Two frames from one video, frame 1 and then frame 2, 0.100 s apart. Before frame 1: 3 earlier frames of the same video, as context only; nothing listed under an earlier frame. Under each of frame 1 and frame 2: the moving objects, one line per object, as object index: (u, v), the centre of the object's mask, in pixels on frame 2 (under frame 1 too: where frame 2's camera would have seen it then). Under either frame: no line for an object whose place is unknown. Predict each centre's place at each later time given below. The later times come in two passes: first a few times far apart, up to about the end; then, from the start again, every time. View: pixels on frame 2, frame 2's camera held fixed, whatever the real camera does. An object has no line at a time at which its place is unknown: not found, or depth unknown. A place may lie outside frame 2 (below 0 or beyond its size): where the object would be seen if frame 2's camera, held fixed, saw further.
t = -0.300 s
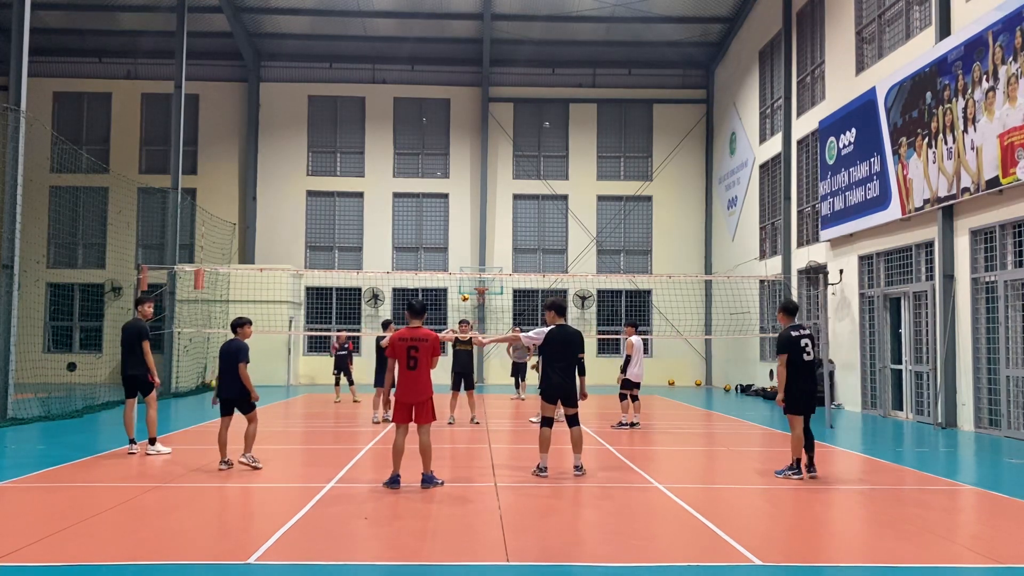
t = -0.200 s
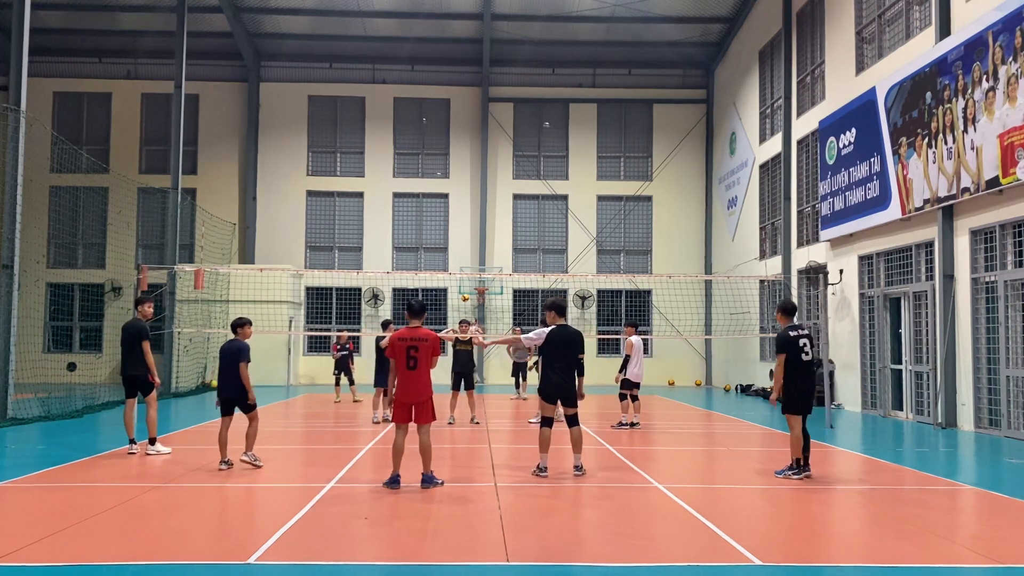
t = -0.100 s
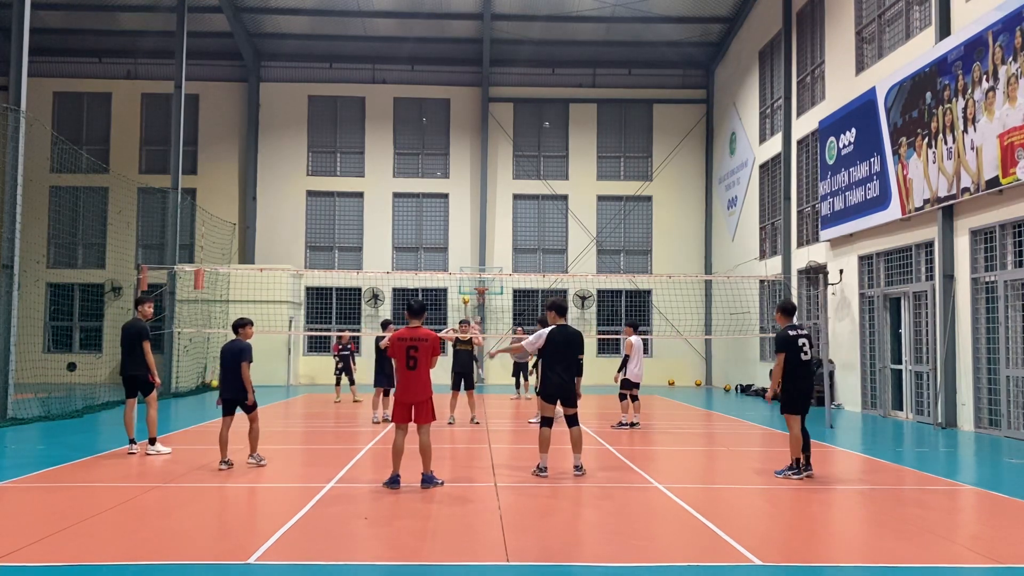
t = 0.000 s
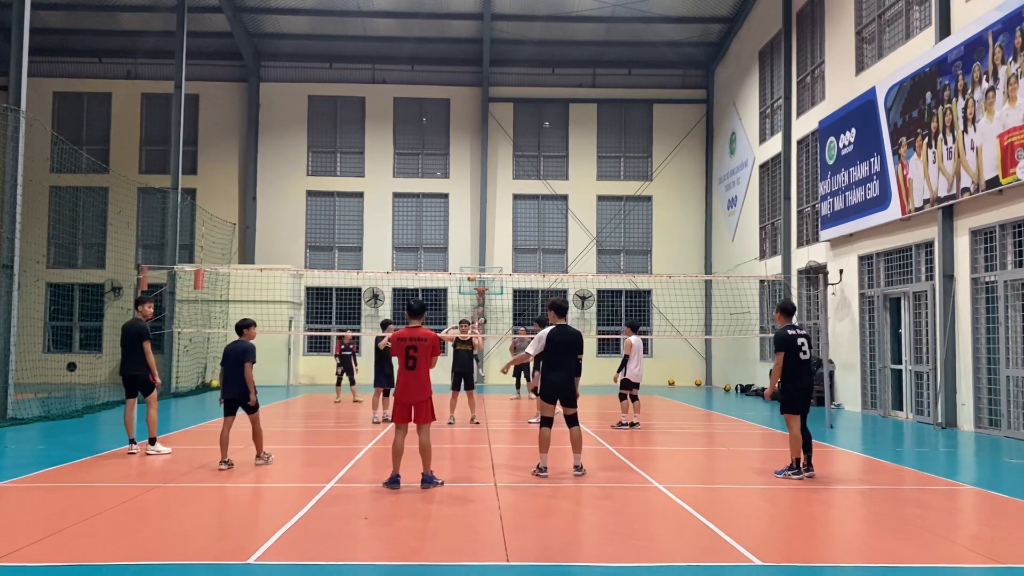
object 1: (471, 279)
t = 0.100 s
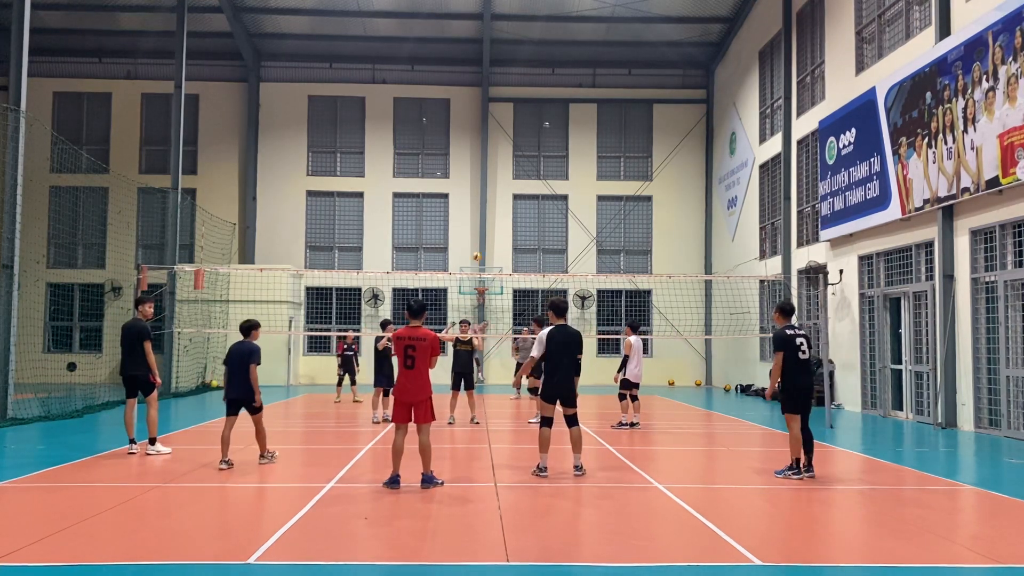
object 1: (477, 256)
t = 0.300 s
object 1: (490, 222)
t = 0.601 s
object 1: (516, 195)
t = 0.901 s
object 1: (551, 214)
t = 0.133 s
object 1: (479, 250)
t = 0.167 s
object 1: (481, 243)
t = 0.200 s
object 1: (483, 237)
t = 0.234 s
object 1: (486, 232)
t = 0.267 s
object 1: (488, 226)
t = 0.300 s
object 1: (490, 222)
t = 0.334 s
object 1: (493, 217)
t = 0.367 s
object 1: (496, 213)
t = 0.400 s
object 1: (498, 209)
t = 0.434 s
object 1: (501, 205)
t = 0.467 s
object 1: (503, 202)
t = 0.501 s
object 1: (506, 200)
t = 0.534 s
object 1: (510, 197)
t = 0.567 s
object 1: (512, 196)
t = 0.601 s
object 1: (516, 195)
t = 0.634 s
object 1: (519, 194)
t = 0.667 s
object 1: (522, 195)
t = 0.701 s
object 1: (526, 195)
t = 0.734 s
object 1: (530, 196)
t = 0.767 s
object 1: (534, 198)
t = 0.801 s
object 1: (538, 201)
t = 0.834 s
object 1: (543, 205)
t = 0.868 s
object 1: (547, 209)
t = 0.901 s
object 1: (551, 214)
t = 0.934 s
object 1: (556, 221)
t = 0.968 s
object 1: (561, 229)
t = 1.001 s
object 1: (566, 237)
